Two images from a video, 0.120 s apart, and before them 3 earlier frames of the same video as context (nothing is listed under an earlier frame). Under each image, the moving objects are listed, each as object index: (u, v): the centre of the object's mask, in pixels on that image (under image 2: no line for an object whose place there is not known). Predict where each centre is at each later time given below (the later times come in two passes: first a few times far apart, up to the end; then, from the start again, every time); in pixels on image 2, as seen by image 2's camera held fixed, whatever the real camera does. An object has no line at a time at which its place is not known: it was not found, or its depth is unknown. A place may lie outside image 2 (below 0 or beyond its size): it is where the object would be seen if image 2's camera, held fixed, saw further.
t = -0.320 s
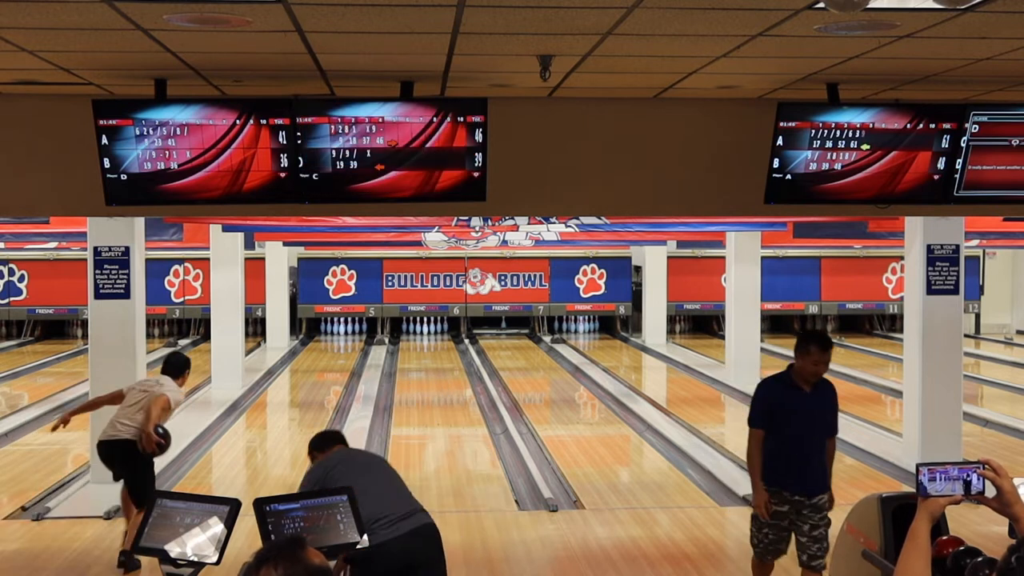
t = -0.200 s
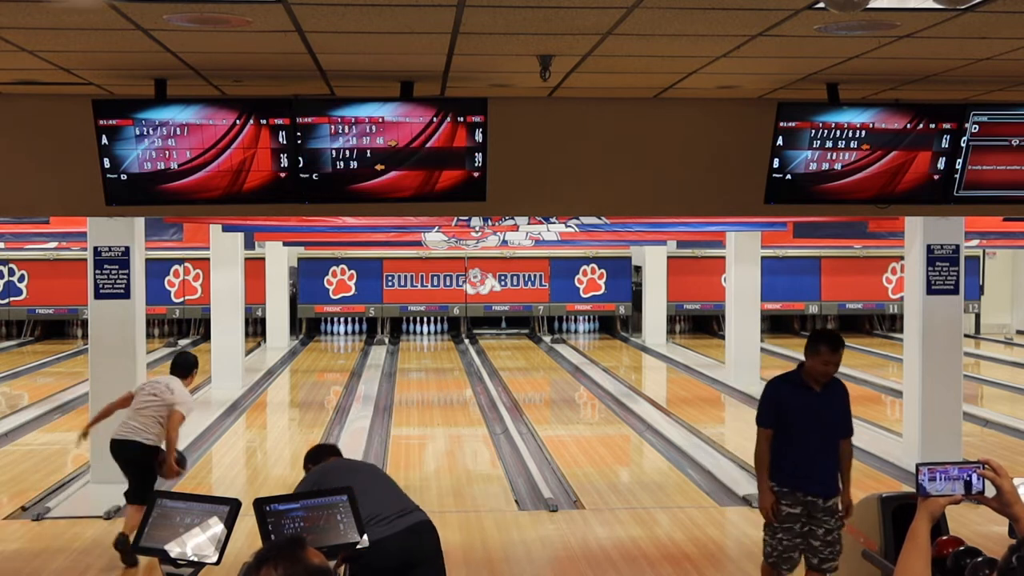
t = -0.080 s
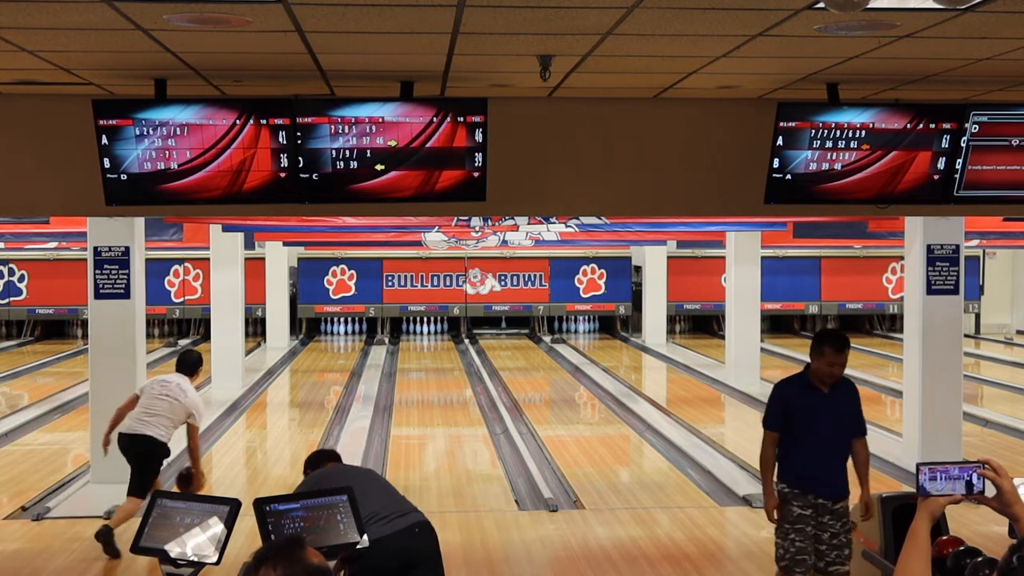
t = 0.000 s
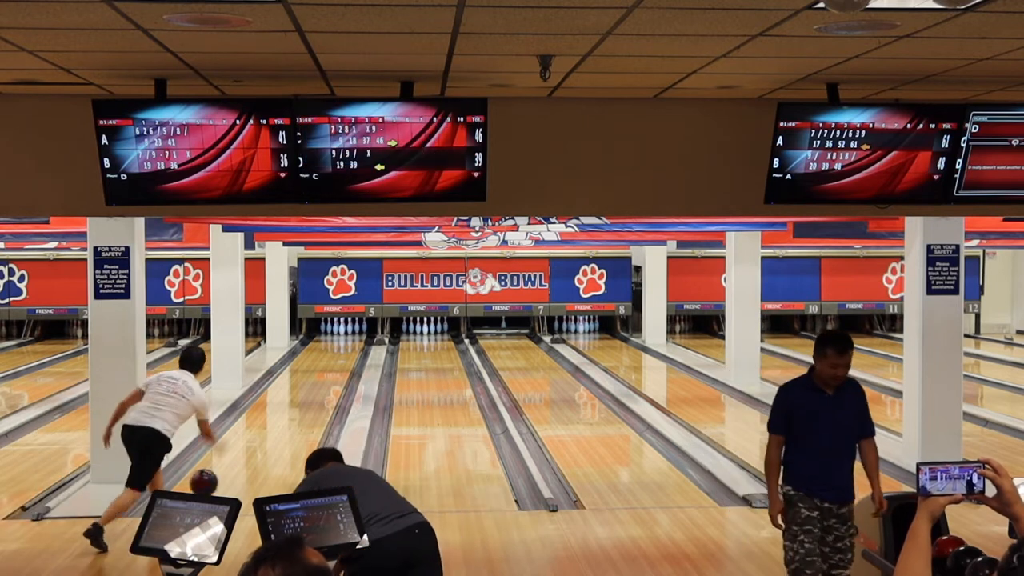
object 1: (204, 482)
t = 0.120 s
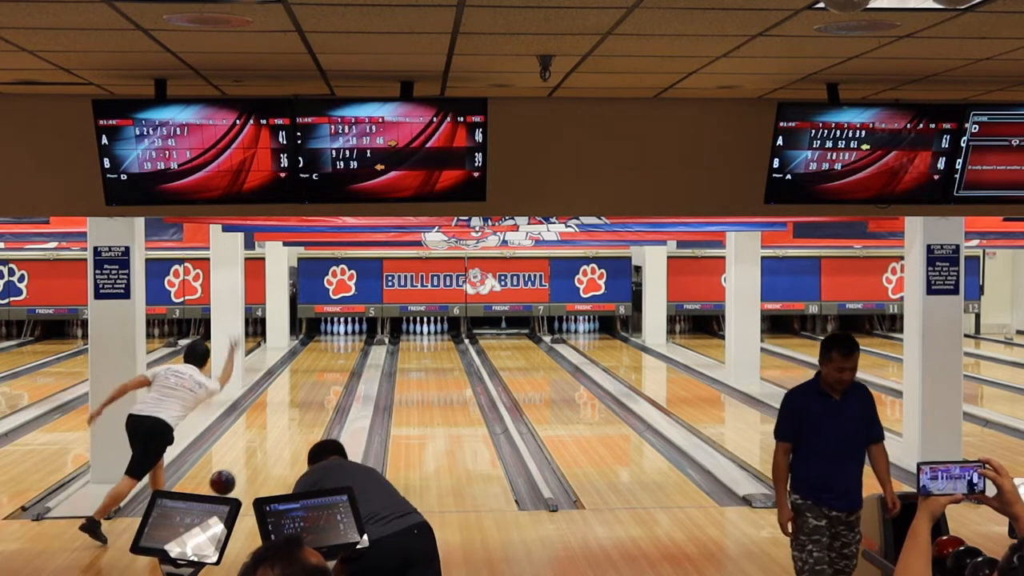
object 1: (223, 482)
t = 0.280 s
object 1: (243, 464)
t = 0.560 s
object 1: (271, 435)
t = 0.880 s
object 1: (295, 411)
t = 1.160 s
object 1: (310, 394)
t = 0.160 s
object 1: (228, 477)
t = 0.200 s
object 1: (233, 473)
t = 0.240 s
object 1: (238, 468)
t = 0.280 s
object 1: (243, 464)
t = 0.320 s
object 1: (247, 459)
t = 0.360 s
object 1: (252, 455)
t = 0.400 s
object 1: (256, 451)
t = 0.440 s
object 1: (260, 447)
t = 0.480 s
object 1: (264, 442)
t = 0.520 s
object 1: (267, 439)
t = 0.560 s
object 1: (271, 435)
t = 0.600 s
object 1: (274, 432)
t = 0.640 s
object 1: (277, 428)
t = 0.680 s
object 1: (281, 425)
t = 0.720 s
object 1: (284, 422)
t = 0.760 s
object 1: (286, 419)
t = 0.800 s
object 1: (289, 416)
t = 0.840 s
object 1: (292, 413)
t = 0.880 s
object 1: (295, 411)
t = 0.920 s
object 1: (297, 408)
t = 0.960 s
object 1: (300, 406)
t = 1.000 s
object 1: (302, 403)
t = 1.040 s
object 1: (304, 401)
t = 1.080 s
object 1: (306, 398)
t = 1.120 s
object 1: (308, 396)
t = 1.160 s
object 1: (310, 394)
